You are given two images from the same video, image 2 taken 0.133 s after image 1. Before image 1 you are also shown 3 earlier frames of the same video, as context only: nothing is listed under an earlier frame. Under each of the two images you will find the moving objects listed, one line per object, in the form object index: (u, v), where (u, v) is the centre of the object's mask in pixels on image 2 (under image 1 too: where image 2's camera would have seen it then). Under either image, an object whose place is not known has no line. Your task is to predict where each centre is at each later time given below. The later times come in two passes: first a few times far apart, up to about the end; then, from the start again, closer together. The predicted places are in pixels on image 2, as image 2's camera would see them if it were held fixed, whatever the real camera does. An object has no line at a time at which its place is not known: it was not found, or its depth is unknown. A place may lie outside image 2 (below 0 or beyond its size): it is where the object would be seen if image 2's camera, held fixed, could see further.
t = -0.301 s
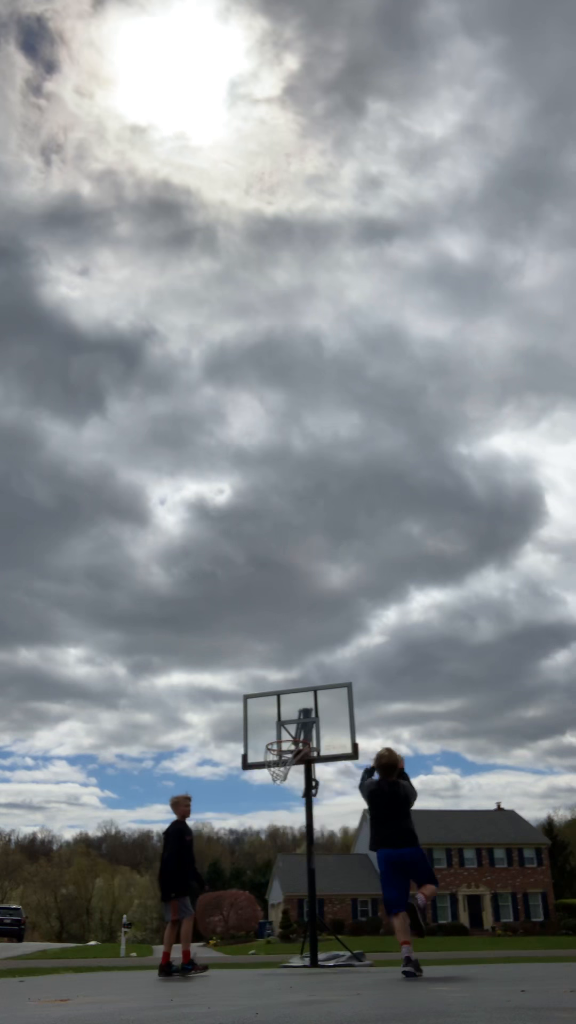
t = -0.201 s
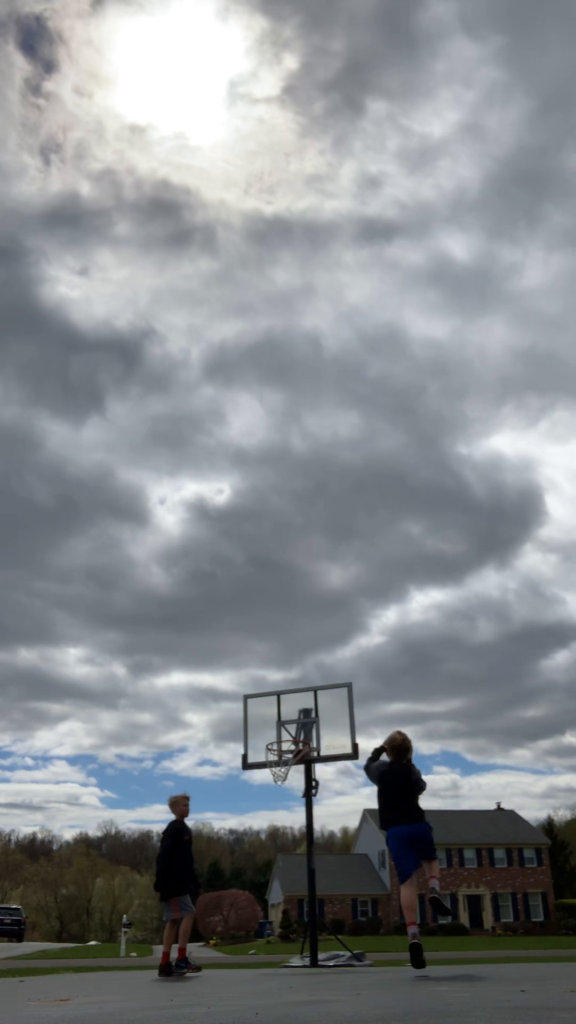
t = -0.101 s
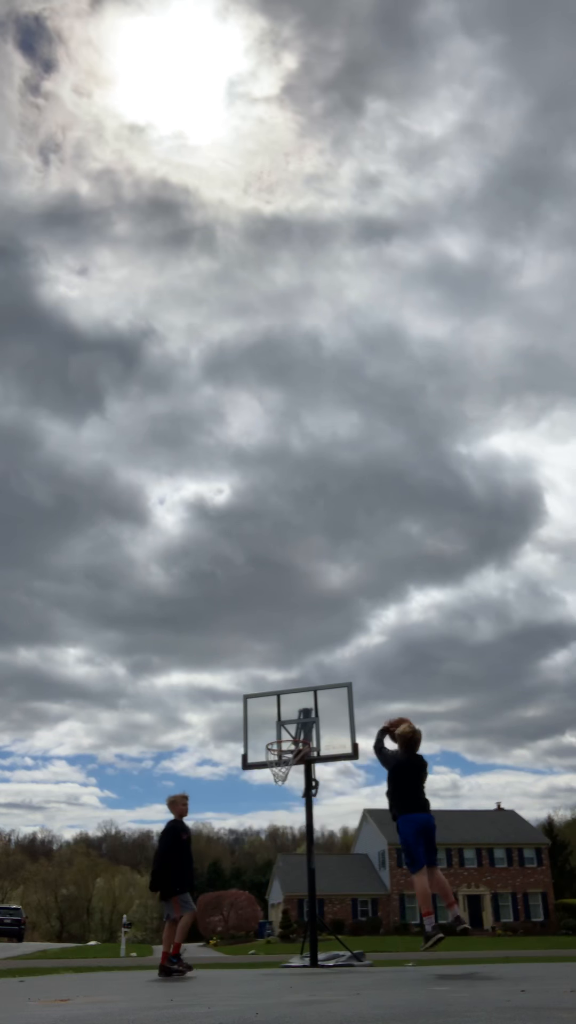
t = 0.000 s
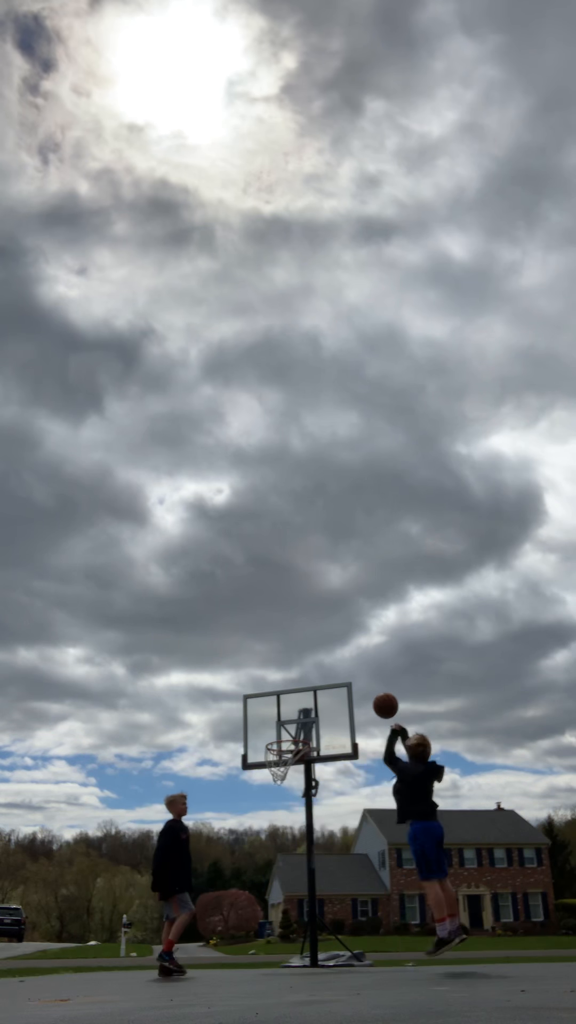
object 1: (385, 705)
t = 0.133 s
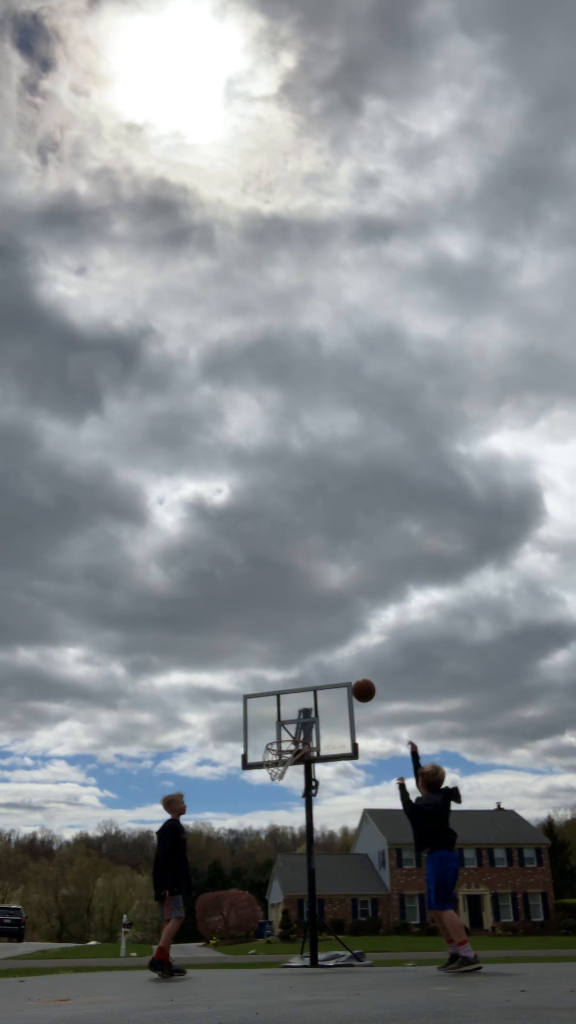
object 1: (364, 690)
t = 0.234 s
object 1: (350, 691)
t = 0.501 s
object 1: (317, 730)
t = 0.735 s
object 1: (291, 727)
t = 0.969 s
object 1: (262, 746)
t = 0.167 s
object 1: (359, 690)
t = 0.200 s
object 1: (354, 690)
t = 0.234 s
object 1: (350, 691)
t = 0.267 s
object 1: (345, 694)
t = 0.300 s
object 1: (341, 697)
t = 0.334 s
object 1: (337, 702)
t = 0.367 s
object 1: (333, 707)
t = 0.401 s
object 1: (329, 713)
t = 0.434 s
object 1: (325, 720)
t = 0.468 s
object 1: (321, 726)
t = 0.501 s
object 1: (317, 730)
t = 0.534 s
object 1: (311, 734)
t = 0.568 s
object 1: (308, 731)
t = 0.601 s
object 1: (305, 729)
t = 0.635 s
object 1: (301, 727)
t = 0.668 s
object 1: (298, 726)
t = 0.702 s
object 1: (294, 726)
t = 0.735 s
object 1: (291, 727)
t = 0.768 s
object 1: (287, 728)
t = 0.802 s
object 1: (283, 728)
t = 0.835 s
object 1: (279, 730)
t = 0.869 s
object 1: (275, 732)
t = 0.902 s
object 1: (271, 736)
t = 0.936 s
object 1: (267, 740)
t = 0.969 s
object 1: (262, 746)
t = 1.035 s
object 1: (253, 761)
